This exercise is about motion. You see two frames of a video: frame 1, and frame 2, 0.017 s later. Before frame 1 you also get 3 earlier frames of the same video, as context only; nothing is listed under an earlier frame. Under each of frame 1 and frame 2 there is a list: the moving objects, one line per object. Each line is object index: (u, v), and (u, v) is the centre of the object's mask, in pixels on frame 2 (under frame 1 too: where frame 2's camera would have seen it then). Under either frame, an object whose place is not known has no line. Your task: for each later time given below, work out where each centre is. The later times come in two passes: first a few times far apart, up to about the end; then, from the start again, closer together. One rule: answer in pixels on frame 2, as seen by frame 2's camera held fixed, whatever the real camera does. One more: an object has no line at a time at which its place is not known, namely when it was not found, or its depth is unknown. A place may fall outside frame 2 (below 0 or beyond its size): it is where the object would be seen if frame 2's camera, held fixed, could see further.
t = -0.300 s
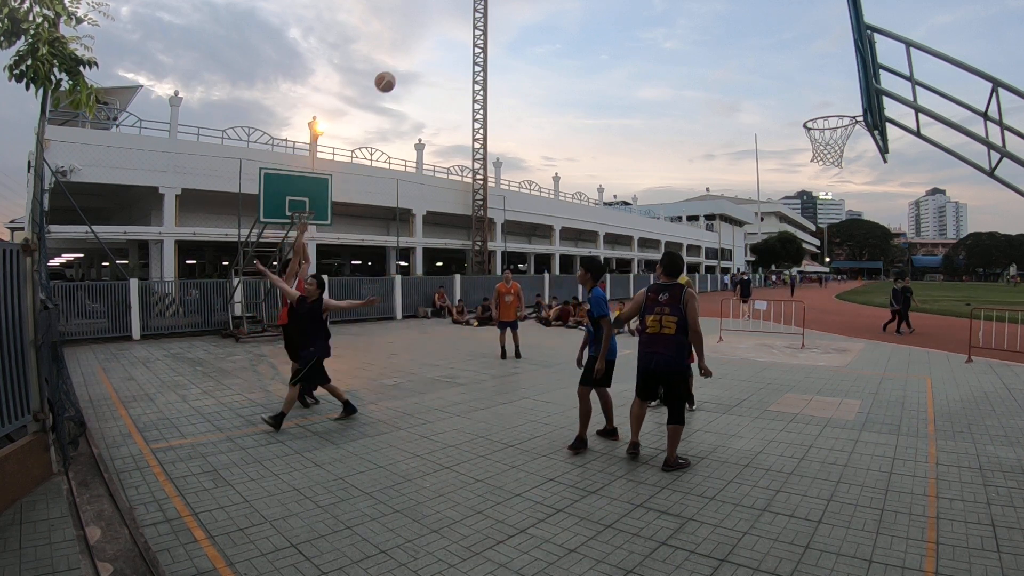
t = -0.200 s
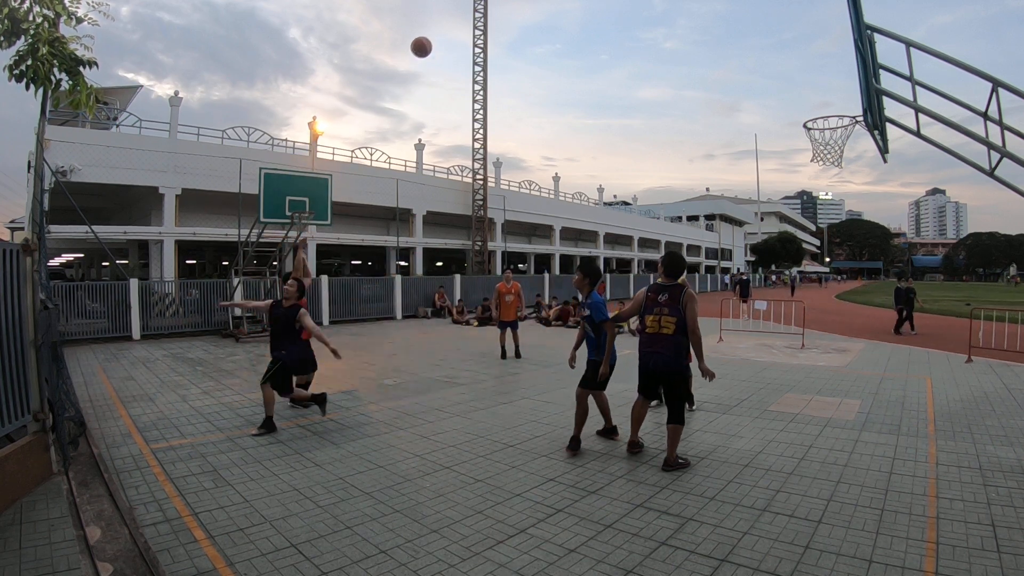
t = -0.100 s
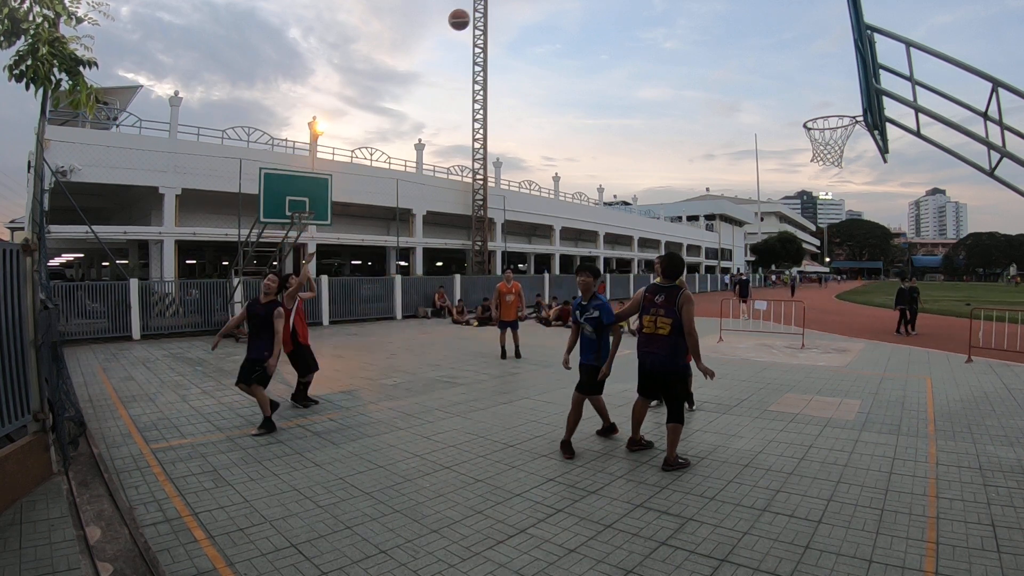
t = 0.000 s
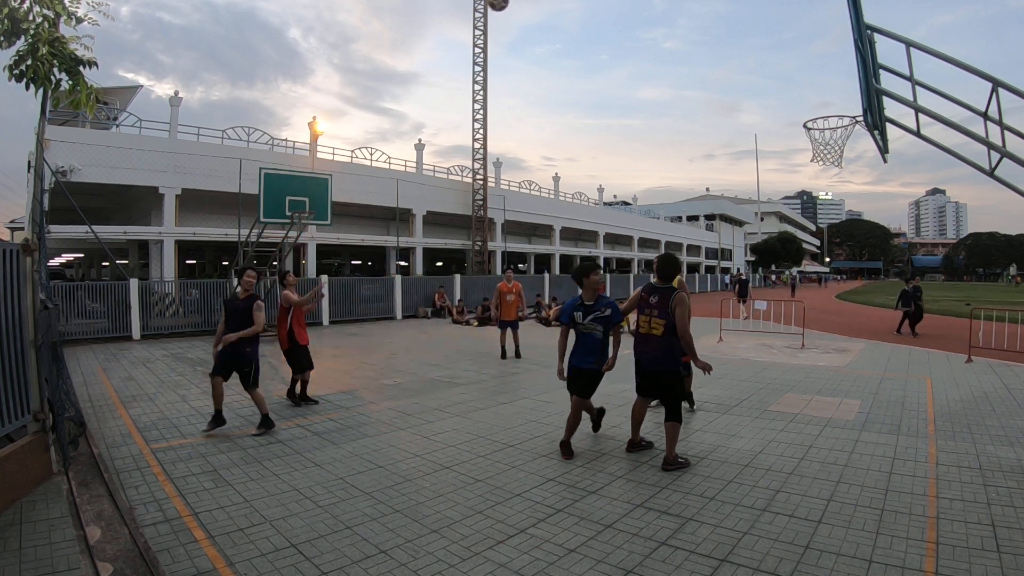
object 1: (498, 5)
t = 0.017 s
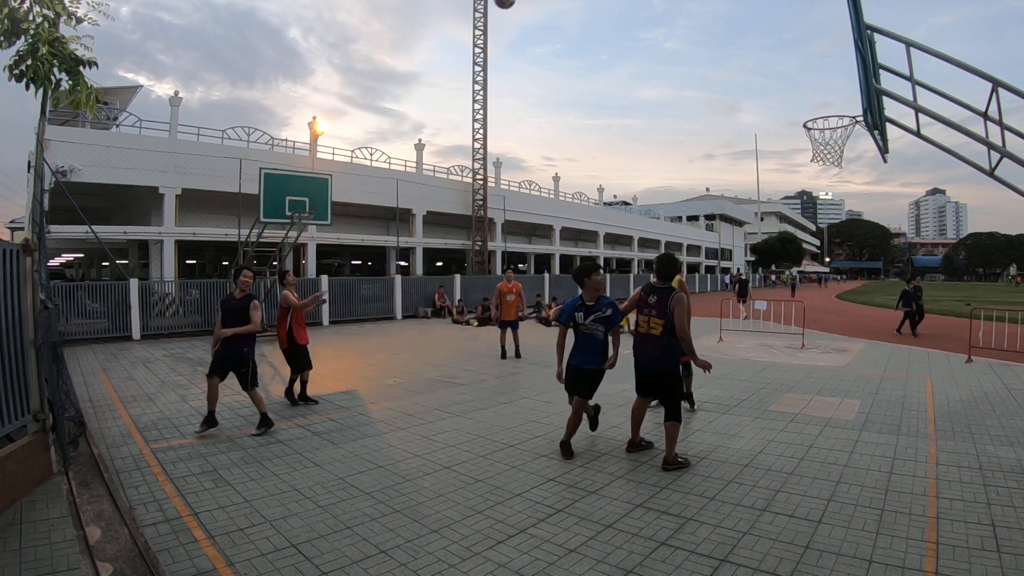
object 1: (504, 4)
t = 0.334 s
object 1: (639, 4)
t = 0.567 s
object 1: (751, 65)
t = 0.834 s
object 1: (809, 88)
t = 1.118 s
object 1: (827, 101)
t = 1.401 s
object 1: (846, 99)
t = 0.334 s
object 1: (639, 4)
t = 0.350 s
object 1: (646, 6)
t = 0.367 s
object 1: (654, 7)
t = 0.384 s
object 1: (662, 9)
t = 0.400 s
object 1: (670, 11)
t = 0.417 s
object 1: (678, 15)
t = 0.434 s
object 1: (685, 19)
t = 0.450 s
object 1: (693, 24)
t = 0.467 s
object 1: (702, 29)
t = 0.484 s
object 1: (710, 34)
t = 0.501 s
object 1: (718, 39)
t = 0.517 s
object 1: (726, 45)
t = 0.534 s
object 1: (734, 51)
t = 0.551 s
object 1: (742, 58)
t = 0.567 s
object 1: (751, 65)
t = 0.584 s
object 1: (759, 72)
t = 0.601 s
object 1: (767, 80)
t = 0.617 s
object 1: (776, 88)
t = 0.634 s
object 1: (784, 97)
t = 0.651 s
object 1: (793, 105)
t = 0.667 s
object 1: (801, 115)
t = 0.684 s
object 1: (802, 113)
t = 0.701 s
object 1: (803, 109)
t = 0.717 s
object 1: (804, 105)
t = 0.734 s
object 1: (804, 102)
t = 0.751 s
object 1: (805, 99)
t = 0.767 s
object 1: (806, 96)
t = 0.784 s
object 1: (807, 94)
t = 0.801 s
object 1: (808, 91)
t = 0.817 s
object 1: (808, 89)
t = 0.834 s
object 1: (809, 88)
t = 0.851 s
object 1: (810, 86)
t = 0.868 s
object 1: (811, 85)
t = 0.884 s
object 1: (812, 84)
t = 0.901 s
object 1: (812, 84)
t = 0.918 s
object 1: (813, 83)
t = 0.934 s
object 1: (814, 83)
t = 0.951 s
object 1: (815, 83)
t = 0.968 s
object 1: (816, 84)
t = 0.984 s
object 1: (818, 85)
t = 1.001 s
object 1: (819, 86)
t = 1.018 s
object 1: (820, 87)
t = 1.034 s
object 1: (821, 88)
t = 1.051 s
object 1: (822, 90)
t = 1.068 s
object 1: (823, 92)
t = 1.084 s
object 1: (824, 95)
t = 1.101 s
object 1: (826, 98)
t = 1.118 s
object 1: (827, 101)
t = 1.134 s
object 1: (828, 104)
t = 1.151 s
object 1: (829, 107)
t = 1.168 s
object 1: (831, 111)
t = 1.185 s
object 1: (832, 116)
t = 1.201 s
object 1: (833, 115)
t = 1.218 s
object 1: (834, 112)
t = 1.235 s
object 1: (835, 109)
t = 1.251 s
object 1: (836, 107)
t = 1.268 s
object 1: (837, 105)
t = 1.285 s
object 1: (838, 103)
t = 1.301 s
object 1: (839, 102)
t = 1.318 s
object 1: (840, 101)
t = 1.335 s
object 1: (841, 100)
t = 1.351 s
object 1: (842, 99)
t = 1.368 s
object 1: (843, 99)
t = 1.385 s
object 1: (844, 99)
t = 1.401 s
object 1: (846, 99)
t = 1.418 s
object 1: (847, 100)
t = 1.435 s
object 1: (848, 100)
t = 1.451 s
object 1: (849, 101)
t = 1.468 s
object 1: (850, 103)
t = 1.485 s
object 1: (851, 104)
